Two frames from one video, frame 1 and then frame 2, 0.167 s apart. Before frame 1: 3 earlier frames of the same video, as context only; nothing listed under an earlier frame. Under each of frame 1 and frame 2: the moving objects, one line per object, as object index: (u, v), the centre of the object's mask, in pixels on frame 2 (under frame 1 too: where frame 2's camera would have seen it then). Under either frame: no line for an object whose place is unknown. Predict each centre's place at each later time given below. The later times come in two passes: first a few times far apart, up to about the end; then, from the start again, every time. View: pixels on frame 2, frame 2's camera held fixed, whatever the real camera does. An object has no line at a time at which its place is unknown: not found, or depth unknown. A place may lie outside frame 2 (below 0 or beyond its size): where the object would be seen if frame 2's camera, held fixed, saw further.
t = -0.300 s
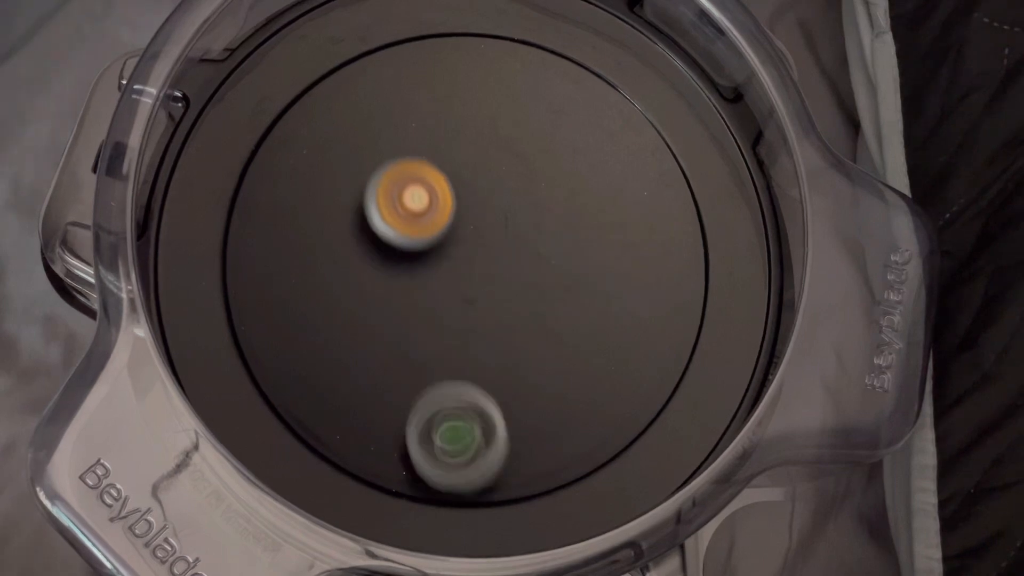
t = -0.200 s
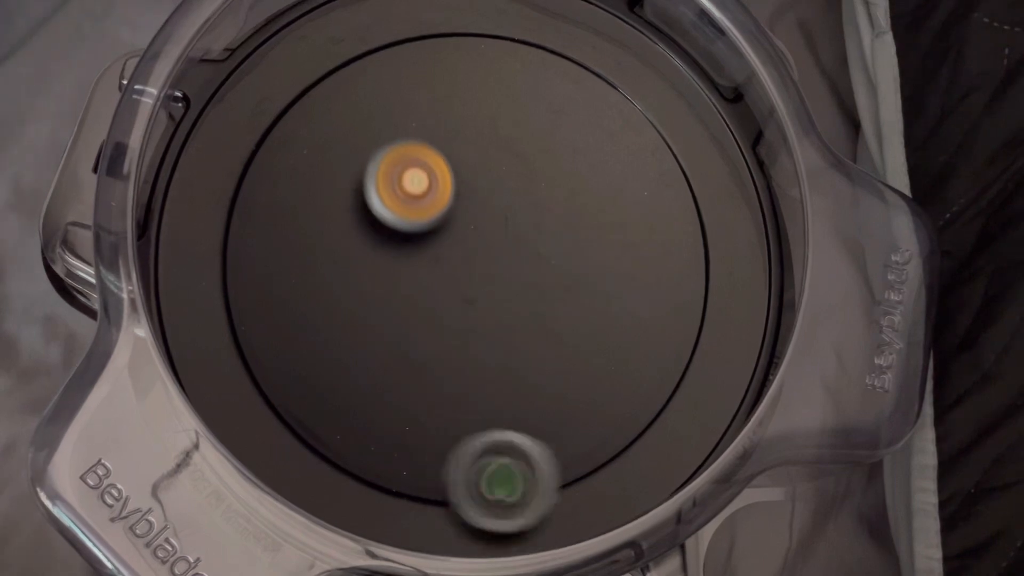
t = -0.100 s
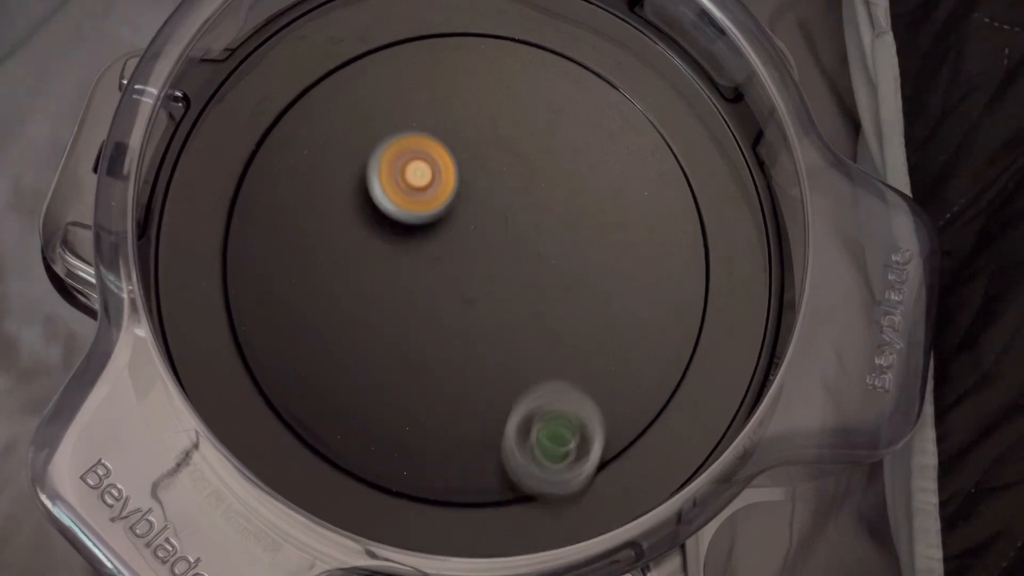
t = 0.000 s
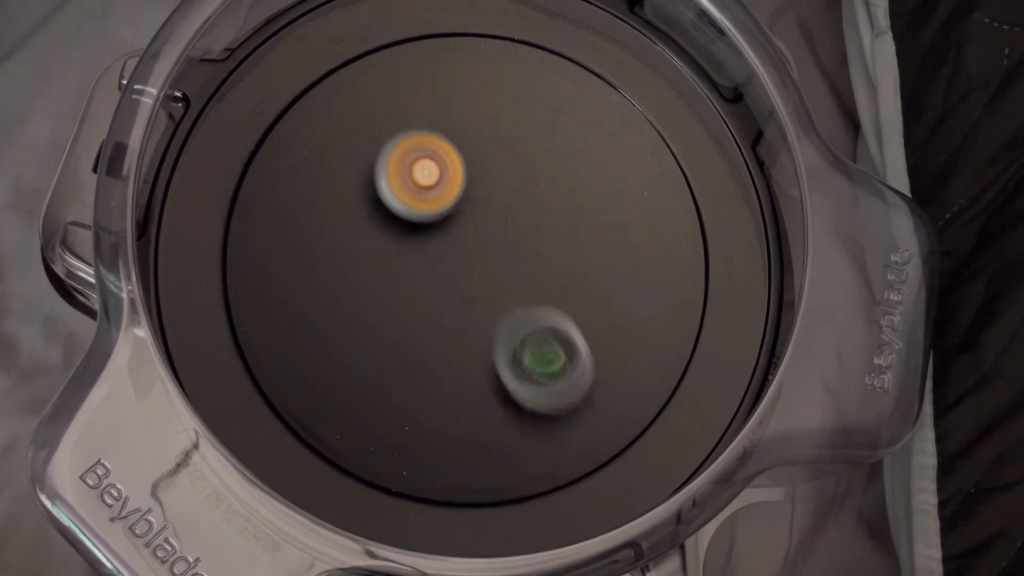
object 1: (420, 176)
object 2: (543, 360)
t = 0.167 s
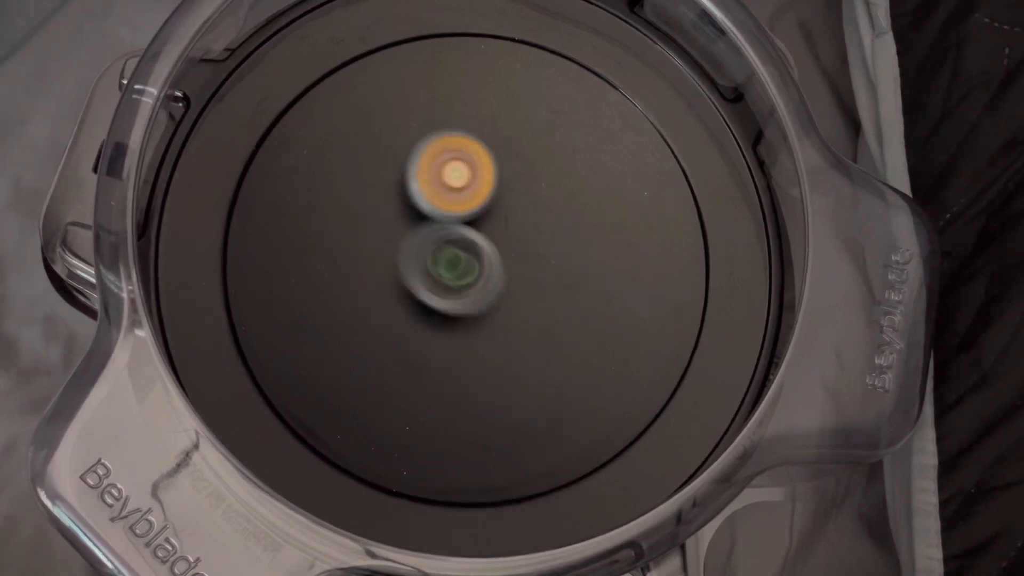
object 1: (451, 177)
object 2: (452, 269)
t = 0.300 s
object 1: (491, 174)
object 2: (358, 238)
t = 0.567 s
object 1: (563, 173)
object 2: (340, 316)
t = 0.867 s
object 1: (593, 194)
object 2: (475, 165)
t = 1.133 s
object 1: (579, 234)
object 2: (404, 106)
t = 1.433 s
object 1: (543, 322)
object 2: (556, 220)
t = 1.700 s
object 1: (490, 432)
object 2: (683, 247)
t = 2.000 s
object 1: (485, 324)
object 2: (687, 330)
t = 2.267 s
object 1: (433, 208)
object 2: (620, 363)
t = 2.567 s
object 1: (360, 227)
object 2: (463, 392)
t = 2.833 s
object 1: (387, 283)
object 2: (392, 392)
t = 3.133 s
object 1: (482, 220)
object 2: (388, 271)
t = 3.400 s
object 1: (498, 158)
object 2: (364, 186)
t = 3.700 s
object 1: (521, 152)
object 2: (450, 178)
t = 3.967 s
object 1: (610, 228)
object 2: (535, 121)
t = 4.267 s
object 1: (616, 291)
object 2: (600, 137)
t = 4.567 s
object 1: (542, 342)
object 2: (593, 244)
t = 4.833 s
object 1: (461, 370)
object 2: (549, 326)
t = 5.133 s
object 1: (409, 339)
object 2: (505, 365)
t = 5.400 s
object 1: (396, 283)
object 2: (478, 302)
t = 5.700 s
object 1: (369, 184)
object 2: (442, 237)
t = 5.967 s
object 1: (431, 128)
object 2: (453, 205)
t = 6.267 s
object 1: (567, 176)
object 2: (483, 236)
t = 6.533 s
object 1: (592, 241)
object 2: (475, 281)
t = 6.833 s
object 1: (639, 220)
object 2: (397, 304)
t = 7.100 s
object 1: (675, 189)
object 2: (384, 276)
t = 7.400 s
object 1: (459, 301)
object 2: (375, 288)
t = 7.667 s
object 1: (569, 438)
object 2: (388, 229)
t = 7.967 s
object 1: (552, 344)
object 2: (420, 246)
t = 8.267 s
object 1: (484, 315)
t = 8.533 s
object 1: (404, 258)
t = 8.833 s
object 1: (383, 206)
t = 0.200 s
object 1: (461, 176)
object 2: (430, 257)
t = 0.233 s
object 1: (470, 176)
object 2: (406, 248)
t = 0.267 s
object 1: (480, 176)
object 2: (382, 241)
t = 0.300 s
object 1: (491, 174)
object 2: (358, 238)
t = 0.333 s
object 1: (500, 173)
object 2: (336, 238)
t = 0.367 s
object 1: (510, 173)
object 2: (314, 243)
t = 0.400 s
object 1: (520, 172)
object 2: (298, 253)
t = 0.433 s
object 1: (530, 172)
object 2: (288, 267)
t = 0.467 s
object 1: (539, 172)
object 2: (287, 283)
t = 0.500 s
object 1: (548, 172)
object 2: (297, 300)
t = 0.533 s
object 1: (556, 172)
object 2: (316, 312)
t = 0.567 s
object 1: (563, 173)
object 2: (340, 316)
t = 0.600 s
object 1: (570, 174)
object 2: (368, 313)
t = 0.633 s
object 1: (576, 175)
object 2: (392, 303)
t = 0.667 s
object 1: (581, 177)
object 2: (413, 288)
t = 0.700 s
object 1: (585, 179)
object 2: (431, 271)
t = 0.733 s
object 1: (588, 181)
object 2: (445, 251)
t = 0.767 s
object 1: (591, 184)
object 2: (456, 230)
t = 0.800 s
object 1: (593, 187)
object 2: (465, 209)
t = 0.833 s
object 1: (593, 190)
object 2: (471, 187)
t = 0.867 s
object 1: (593, 194)
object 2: (475, 165)
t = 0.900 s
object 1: (592, 197)
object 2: (475, 143)
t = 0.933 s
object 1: (590, 200)
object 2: (471, 123)
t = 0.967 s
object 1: (589, 205)
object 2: (464, 105)
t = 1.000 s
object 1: (587, 209)
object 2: (452, 90)
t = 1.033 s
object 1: (585, 215)
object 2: (437, 81)
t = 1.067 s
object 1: (583, 220)
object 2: (423, 82)
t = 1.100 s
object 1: (581, 227)
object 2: (410, 91)
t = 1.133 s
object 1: (579, 234)
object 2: (404, 106)
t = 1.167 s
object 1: (577, 241)
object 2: (404, 124)
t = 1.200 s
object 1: (574, 249)
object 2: (411, 145)
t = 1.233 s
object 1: (571, 256)
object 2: (424, 165)
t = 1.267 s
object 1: (568, 263)
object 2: (442, 182)
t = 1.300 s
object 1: (564, 270)
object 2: (461, 195)
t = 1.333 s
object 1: (560, 276)
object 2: (483, 206)
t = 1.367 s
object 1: (557, 282)
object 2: (503, 211)
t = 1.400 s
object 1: (552, 299)
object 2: (527, 214)
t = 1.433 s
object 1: (543, 322)
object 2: (556, 220)
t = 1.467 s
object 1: (533, 349)
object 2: (584, 227)
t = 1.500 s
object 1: (526, 368)
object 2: (612, 234)
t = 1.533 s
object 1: (519, 386)
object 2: (635, 240)
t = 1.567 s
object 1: (510, 406)
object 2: (654, 243)
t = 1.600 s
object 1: (504, 417)
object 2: (673, 246)
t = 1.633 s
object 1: (497, 426)
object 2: (692, 249)
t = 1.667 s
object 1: (493, 431)
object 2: (696, 249)
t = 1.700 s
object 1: (490, 432)
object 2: (683, 247)
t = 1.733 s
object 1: (488, 429)
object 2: (675, 247)
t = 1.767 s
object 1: (486, 424)
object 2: (672, 250)
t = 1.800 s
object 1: (486, 416)
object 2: (673, 257)
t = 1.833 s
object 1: (486, 404)
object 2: (678, 270)
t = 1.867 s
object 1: (486, 391)
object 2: (682, 283)
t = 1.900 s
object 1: (486, 376)
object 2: (687, 298)
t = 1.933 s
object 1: (486, 360)
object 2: (691, 311)
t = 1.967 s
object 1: (486, 342)
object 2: (691, 321)
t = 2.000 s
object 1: (485, 324)
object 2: (687, 330)
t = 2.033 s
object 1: (483, 307)
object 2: (684, 339)
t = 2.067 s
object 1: (480, 289)
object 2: (681, 347)
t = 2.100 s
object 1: (476, 273)
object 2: (677, 353)
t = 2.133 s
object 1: (470, 256)
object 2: (670, 357)
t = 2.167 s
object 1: (462, 242)
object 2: (662, 358)
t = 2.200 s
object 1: (453, 229)
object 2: (651, 359)
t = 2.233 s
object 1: (443, 217)
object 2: (636, 361)
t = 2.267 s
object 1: (433, 208)
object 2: (620, 363)
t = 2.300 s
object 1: (422, 201)
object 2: (601, 365)
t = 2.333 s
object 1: (410, 196)
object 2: (583, 369)
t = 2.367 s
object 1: (400, 193)
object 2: (565, 372)
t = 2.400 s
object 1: (390, 194)
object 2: (547, 376)
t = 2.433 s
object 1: (381, 196)
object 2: (530, 379)
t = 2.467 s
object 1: (374, 201)
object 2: (513, 382)
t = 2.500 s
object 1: (368, 208)
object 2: (495, 386)
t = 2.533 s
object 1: (363, 216)
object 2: (479, 389)
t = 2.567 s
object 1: (360, 227)
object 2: (463, 392)
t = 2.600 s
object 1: (358, 237)
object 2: (447, 395)
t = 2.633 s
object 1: (357, 246)
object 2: (432, 397)
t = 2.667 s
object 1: (358, 255)
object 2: (418, 400)
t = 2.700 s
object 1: (360, 263)
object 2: (406, 401)
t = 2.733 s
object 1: (365, 270)
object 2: (397, 403)
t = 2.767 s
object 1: (371, 276)
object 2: (393, 401)
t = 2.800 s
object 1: (378, 280)
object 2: (391, 398)
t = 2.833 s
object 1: (387, 283)
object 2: (392, 392)
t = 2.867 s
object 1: (396, 285)
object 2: (394, 383)
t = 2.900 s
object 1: (407, 285)
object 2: (396, 374)
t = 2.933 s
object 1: (418, 283)
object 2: (398, 363)
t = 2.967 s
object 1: (432, 274)
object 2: (398, 349)
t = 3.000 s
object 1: (446, 262)
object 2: (398, 334)
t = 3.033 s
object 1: (457, 252)
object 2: (396, 317)
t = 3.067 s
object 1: (466, 241)
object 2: (394, 301)
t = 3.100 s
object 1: (475, 230)
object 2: (391, 286)
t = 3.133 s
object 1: (482, 220)
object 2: (388, 271)
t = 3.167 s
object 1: (487, 210)
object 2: (384, 257)
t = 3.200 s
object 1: (491, 201)
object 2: (381, 242)
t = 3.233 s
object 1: (494, 192)
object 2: (376, 229)
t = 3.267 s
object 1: (496, 184)
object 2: (373, 217)
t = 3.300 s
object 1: (497, 177)
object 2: (369, 206)
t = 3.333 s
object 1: (498, 170)
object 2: (365, 197)
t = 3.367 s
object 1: (498, 163)
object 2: (363, 190)
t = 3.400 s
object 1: (498, 158)
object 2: (364, 186)
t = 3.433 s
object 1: (499, 153)
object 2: (367, 185)
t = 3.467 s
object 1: (500, 149)
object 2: (372, 185)
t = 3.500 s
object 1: (501, 146)
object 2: (378, 186)
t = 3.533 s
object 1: (502, 144)
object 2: (388, 187)
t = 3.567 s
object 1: (503, 142)
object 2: (398, 187)
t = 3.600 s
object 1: (504, 142)
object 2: (413, 188)
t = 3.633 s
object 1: (506, 143)
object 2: (426, 188)
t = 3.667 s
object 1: (510, 145)
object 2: (439, 187)
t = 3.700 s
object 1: (521, 152)
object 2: (450, 178)
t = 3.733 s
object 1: (538, 162)
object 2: (460, 167)
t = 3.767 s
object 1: (554, 172)
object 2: (471, 158)
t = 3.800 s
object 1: (567, 182)
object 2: (482, 149)
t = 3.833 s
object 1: (579, 192)
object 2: (492, 142)
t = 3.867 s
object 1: (589, 202)
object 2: (502, 135)
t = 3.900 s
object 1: (597, 211)
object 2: (514, 129)
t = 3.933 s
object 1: (604, 219)
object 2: (525, 125)
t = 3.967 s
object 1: (610, 228)
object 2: (535, 121)
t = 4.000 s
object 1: (615, 236)
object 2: (546, 117)
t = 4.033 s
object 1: (618, 243)
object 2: (557, 116)
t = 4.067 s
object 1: (621, 251)
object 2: (567, 115)
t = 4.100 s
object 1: (623, 258)
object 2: (577, 116)
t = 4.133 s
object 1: (624, 265)
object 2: (586, 117)
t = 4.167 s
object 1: (623, 272)
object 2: (592, 120)
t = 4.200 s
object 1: (622, 279)
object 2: (596, 124)
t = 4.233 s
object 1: (619, 285)
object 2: (598, 129)
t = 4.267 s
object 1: (616, 291)
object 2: (600, 137)
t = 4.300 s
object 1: (611, 298)
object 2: (601, 146)
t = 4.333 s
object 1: (604, 303)
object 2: (601, 157)
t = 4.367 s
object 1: (598, 309)
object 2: (601, 169)
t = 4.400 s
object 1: (590, 314)
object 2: (600, 182)
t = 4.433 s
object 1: (582, 320)
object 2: (599, 195)
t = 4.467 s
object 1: (572, 325)
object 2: (598, 207)
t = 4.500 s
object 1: (563, 330)
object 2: (597, 219)
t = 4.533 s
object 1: (553, 336)
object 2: (595, 232)
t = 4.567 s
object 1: (542, 342)
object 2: (593, 244)
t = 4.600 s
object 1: (530, 348)
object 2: (589, 256)
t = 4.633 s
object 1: (518, 353)
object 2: (586, 267)
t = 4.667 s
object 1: (507, 358)
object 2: (582, 278)
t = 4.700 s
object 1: (496, 363)
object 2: (577, 289)
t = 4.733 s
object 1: (485, 367)
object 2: (570, 299)
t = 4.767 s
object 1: (476, 369)
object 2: (563, 309)
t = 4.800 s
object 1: (468, 370)
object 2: (556, 318)
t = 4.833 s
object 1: (461, 370)
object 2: (549, 326)
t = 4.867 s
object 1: (455, 369)
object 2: (542, 334)
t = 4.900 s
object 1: (452, 367)
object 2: (534, 341)
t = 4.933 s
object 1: (448, 364)
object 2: (528, 348)
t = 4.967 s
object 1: (439, 361)
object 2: (521, 355)
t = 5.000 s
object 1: (429, 357)
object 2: (515, 361)
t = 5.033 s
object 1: (422, 353)
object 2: (510, 366)
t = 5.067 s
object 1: (415, 348)
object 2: (507, 369)
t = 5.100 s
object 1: (411, 343)
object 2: (505, 368)
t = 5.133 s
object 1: (409, 339)
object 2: (505, 365)
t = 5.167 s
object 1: (409, 335)
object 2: (504, 360)
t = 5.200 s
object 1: (410, 331)
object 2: (503, 353)
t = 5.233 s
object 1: (413, 327)
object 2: (500, 344)
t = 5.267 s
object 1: (417, 323)
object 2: (497, 336)
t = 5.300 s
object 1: (416, 318)
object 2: (496, 328)
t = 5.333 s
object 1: (412, 310)
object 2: (492, 319)
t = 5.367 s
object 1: (406, 299)
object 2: (486, 310)
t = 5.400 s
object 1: (396, 283)
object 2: (478, 302)
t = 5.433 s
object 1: (387, 266)
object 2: (469, 295)
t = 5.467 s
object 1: (380, 250)
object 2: (463, 290)
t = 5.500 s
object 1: (373, 235)
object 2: (457, 283)
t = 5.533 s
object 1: (369, 223)
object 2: (451, 274)
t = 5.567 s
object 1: (366, 212)
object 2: (448, 267)
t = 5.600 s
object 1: (365, 202)
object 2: (445, 260)
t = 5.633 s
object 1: (365, 195)
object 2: (443, 252)
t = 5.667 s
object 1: (367, 190)
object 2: (442, 244)
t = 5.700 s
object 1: (369, 184)
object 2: (442, 237)
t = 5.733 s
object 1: (369, 166)
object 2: (443, 233)
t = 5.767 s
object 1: (371, 152)
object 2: (445, 230)
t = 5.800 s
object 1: (376, 138)
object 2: (446, 225)
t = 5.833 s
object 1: (383, 131)
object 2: (447, 218)
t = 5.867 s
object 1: (392, 126)
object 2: (448, 212)
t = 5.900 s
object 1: (403, 125)
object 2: (449, 207)
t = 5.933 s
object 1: (417, 126)
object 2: (450, 203)
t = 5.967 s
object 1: (431, 128)
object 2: (453, 205)
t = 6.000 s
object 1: (443, 129)
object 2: (457, 209)
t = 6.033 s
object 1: (456, 132)
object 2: (462, 212)
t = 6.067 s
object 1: (470, 138)
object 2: (468, 217)
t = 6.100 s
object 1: (486, 143)
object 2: (474, 221)
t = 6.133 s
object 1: (502, 149)
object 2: (479, 222)
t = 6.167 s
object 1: (520, 157)
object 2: (482, 227)
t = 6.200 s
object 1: (538, 162)
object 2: (483, 230)
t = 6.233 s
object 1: (553, 168)
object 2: (482, 233)
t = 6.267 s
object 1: (567, 176)
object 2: (483, 236)
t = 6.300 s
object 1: (579, 184)
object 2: (485, 240)
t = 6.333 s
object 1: (588, 193)
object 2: (485, 247)
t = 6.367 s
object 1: (595, 202)
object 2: (484, 255)
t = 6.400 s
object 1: (599, 211)
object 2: (482, 262)
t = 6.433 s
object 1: (600, 219)
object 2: (479, 267)
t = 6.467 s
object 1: (599, 228)
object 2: (478, 270)
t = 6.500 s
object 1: (596, 235)
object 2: (477, 274)
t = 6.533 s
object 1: (592, 241)
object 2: (475, 281)
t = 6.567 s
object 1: (586, 246)
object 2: (471, 288)
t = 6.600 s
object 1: (578, 250)
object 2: (468, 292)
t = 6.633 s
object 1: (569, 252)
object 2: (467, 296)
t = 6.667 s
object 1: (561, 254)
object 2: (467, 301)
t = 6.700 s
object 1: (552, 253)
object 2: (466, 304)
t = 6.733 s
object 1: (543, 251)
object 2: (468, 307)
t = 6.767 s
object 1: (559, 246)
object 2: (455, 307)
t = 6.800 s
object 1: (600, 233)
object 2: (424, 306)
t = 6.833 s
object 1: (639, 220)
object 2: (397, 304)
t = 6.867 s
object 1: (677, 209)
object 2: (384, 299)
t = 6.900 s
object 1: (706, 196)
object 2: (380, 293)
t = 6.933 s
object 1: (730, 184)
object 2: (381, 285)
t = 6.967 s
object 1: (741, 178)
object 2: (381, 277)
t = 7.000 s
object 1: (730, 178)
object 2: (381, 273)
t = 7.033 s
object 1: (713, 181)
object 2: (381, 272)
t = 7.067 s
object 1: (695, 185)
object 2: (382, 274)
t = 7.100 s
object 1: (675, 189)
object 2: (384, 276)
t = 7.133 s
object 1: (649, 199)
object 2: (386, 279)
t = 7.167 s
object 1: (624, 207)
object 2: (387, 282)
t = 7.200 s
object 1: (599, 217)
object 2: (388, 284)
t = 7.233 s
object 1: (569, 230)
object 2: (388, 286)
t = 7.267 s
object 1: (543, 242)
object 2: (388, 287)
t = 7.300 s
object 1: (516, 256)
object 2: (388, 288)
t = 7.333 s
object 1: (491, 270)
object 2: (388, 289)
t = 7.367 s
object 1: (471, 285)
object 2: (388, 290)
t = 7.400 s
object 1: (459, 301)
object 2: (375, 288)
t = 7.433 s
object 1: (469, 324)
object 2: (358, 278)
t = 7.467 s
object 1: (480, 349)
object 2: (339, 265)
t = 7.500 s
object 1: (495, 371)
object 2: (329, 253)
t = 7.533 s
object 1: (511, 391)
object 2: (327, 244)
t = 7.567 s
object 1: (525, 406)
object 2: (335, 232)
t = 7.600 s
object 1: (541, 420)
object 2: (351, 224)
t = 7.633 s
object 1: (555, 430)
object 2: (370, 224)
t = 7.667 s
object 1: (569, 438)
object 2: (388, 229)
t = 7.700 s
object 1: (581, 442)
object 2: (402, 236)
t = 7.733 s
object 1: (589, 442)
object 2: (412, 244)
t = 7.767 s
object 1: (595, 437)
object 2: (417, 247)
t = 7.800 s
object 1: (596, 426)
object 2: (418, 248)
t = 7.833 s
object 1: (593, 414)
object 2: (418, 248)
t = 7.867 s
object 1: (587, 399)
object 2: (418, 248)
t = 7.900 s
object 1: (579, 382)
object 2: (418, 248)
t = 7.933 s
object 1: (567, 363)
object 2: (419, 247)
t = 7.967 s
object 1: (552, 344)
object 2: (420, 246)
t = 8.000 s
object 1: (534, 326)
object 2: (421, 244)
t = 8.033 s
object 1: (516, 306)
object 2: (422, 242)
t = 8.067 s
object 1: (496, 288)
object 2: (422, 238)
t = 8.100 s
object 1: (482, 279)
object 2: (410, 224)
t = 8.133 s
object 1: (486, 290)
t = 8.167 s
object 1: (488, 299)
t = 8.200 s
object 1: (488, 306)
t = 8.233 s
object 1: (487, 311)
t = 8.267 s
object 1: (484, 315)
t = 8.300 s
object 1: (480, 315)
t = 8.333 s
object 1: (473, 314)
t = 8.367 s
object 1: (466, 309)
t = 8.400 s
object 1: (456, 302)
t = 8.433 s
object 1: (445, 293)
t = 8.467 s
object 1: (432, 282)
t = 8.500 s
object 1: (417, 269)
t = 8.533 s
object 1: (404, 258)
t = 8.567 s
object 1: (390, 245)
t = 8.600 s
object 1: (376, 236)
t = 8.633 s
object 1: (367, 230)
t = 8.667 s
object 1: (363, 223)
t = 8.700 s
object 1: (362, 218)
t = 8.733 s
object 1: (364, 213)
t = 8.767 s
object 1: (368, 210)
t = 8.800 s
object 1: (375, 208)
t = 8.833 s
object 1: (383, 206)
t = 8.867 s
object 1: (394, 203)
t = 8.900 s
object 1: (408, 201)
